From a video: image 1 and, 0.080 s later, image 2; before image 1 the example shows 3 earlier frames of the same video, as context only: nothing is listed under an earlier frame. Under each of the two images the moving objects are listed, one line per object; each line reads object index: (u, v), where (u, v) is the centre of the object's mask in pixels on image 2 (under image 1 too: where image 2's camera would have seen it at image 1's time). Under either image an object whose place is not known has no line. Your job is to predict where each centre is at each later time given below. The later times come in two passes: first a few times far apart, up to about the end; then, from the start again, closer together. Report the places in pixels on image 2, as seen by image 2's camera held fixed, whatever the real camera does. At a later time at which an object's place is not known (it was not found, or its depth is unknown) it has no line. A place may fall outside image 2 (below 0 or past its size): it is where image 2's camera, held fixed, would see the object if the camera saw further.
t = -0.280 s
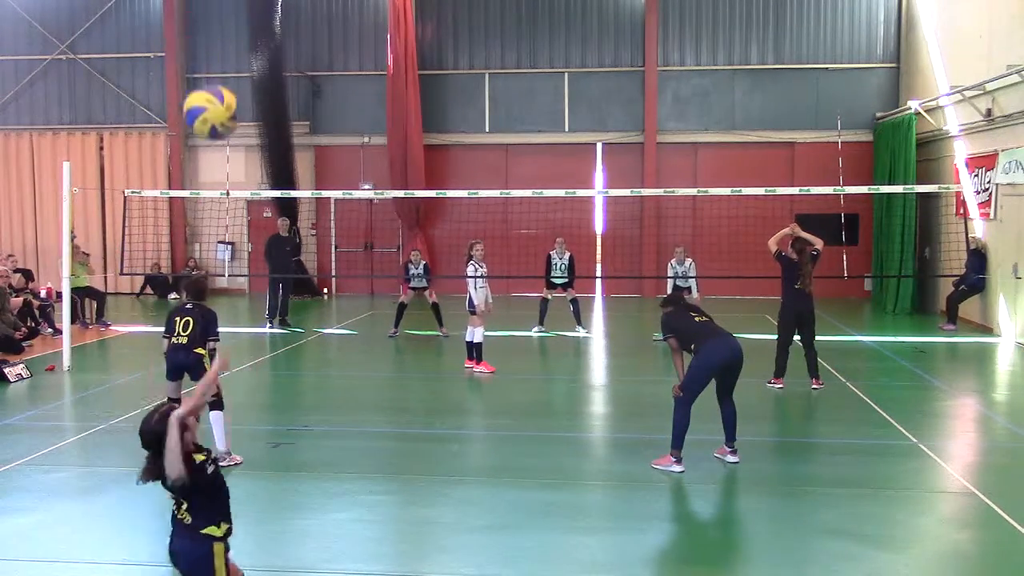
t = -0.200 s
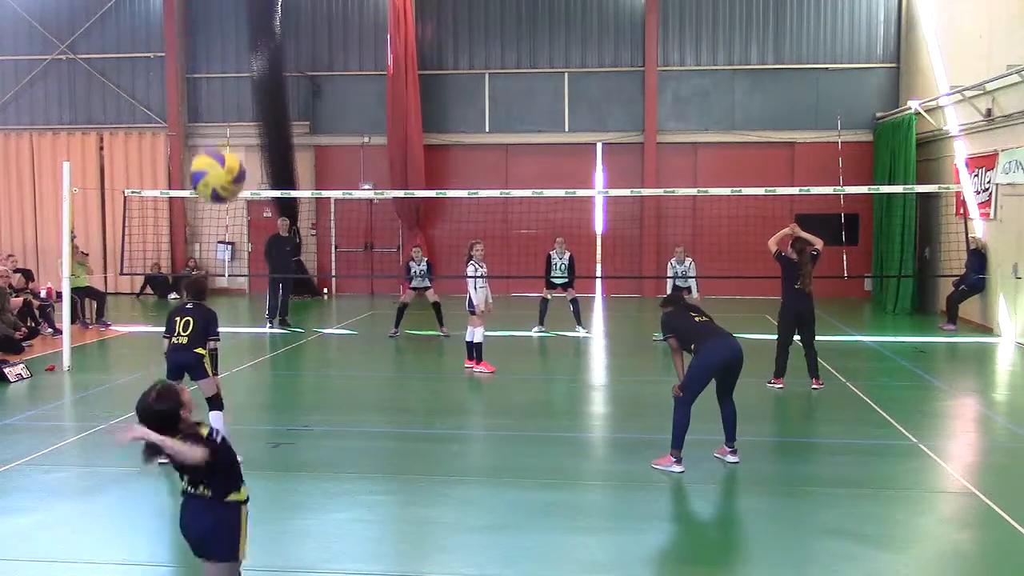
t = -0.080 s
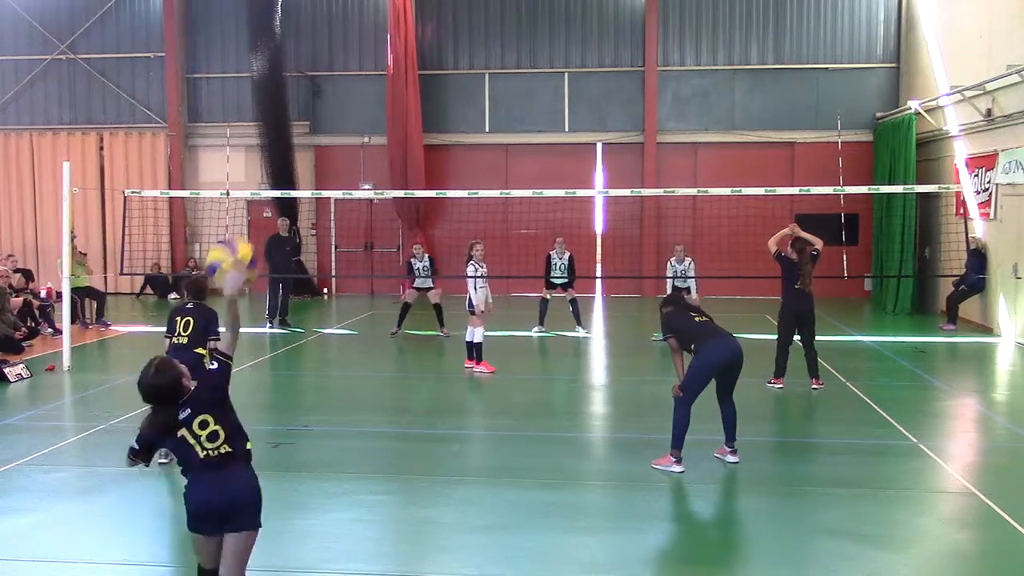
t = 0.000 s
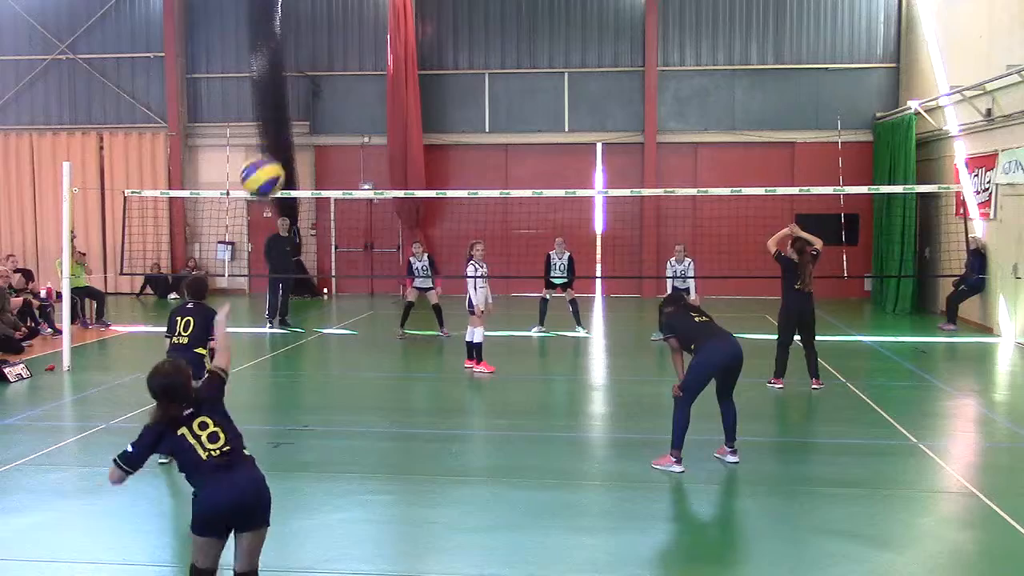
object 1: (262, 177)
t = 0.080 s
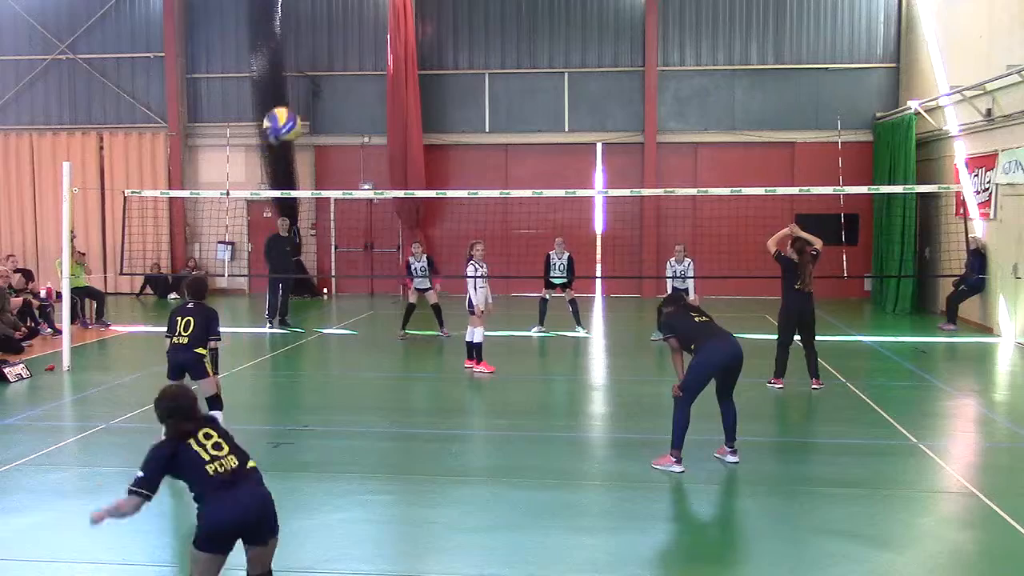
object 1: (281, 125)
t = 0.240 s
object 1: (308, 78)
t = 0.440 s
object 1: (327, 89)
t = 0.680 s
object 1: (340, 142)
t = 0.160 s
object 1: (296, 94)
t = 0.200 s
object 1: (303, 84)
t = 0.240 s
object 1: (308, 78)
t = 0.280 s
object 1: (313, 77)
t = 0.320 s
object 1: (317, 77)
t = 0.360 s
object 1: (320, 79)
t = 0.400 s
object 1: (323, 83)
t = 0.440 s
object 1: (327, 89)
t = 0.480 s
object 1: (328, 95)
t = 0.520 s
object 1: (331, 102)
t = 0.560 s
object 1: (333, 112)
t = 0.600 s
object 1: (337, 122)
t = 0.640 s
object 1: (338, 132)
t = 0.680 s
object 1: (340, 142)
